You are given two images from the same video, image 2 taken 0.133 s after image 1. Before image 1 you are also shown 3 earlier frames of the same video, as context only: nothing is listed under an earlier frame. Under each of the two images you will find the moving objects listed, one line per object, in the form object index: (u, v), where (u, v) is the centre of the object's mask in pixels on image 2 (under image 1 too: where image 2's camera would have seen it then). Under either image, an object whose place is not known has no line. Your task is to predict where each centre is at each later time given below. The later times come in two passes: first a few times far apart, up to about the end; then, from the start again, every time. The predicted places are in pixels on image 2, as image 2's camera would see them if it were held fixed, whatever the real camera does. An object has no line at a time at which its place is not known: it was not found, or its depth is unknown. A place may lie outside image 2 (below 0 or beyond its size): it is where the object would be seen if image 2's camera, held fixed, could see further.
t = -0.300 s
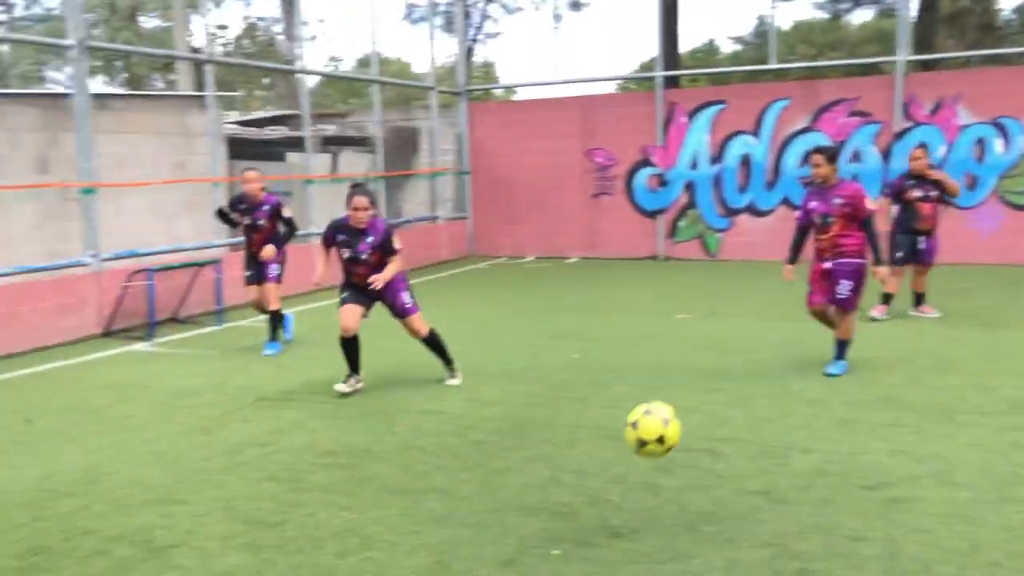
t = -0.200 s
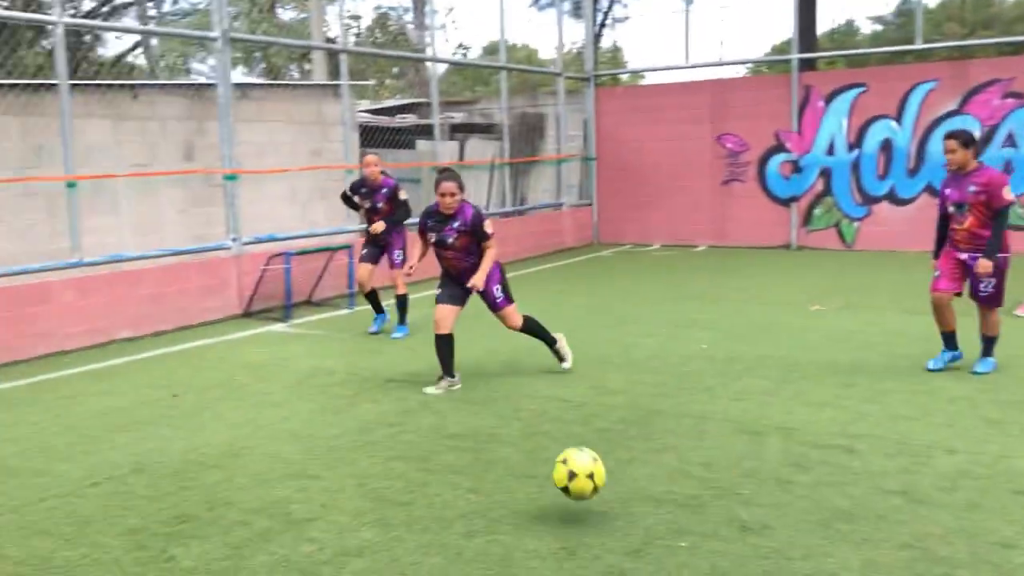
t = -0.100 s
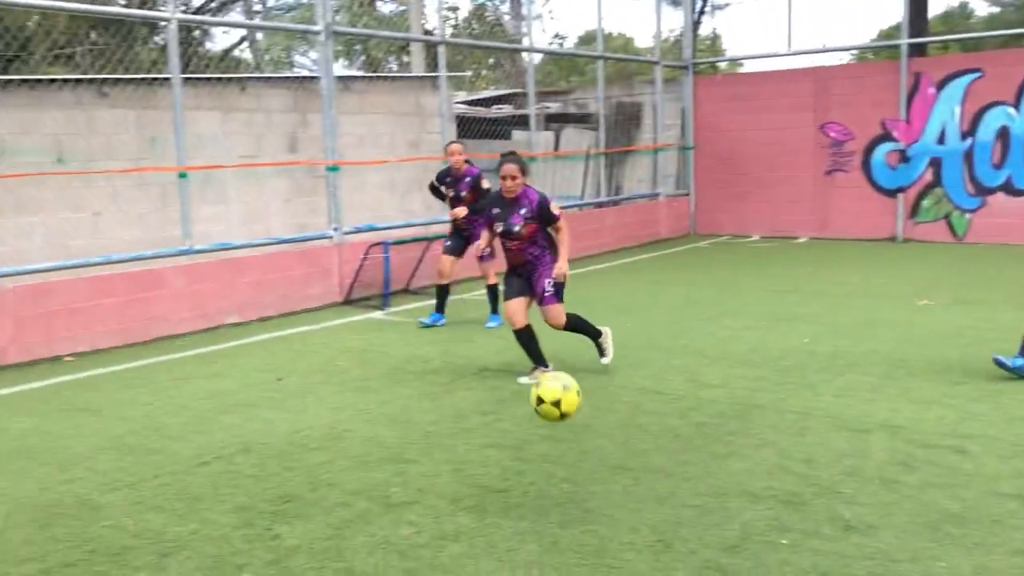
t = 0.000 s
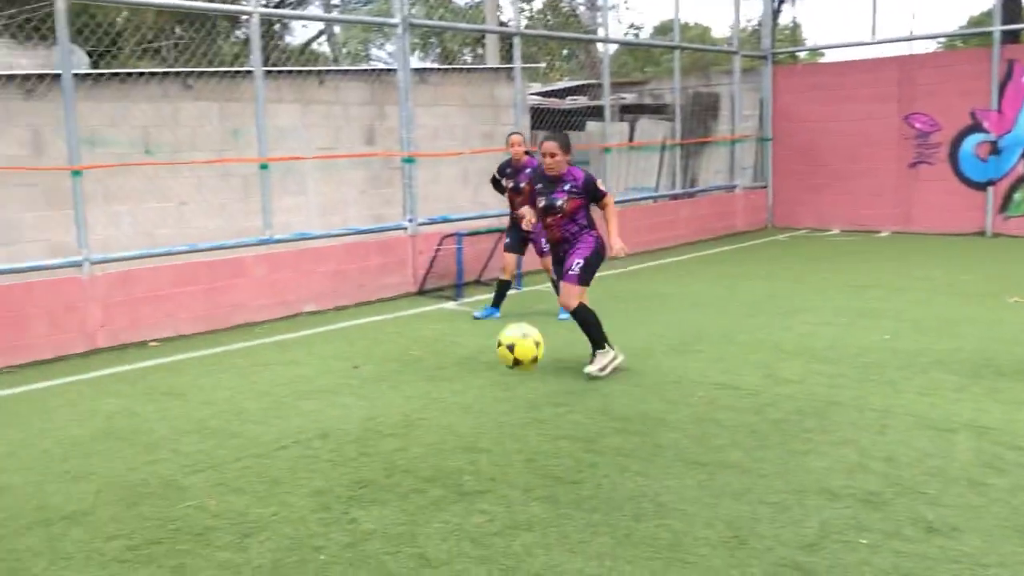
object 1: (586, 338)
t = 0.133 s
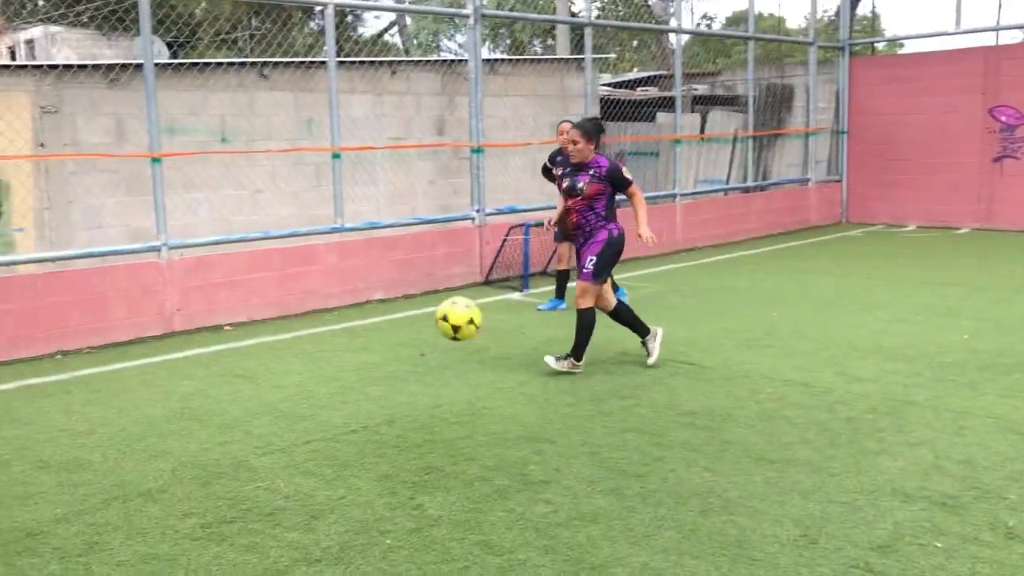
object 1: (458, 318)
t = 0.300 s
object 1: (325, 350)
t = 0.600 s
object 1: (133, 351)
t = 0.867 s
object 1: (1, 362)
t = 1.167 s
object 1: (-52, 351)
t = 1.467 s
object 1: (-74, 400)
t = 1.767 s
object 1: (-105, 428)
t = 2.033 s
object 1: (-136, 445)
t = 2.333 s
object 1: (-172, 467)
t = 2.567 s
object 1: (-198, 484)
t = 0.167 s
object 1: (429, 320)
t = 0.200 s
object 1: (402, 325)
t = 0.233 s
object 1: (375, 330)
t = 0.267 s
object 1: (349, 339)
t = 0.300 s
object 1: (325, 350)
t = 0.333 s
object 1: (301, 361)
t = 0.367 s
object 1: (278, 375)
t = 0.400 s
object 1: (256, 391)
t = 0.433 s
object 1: (235, 399)
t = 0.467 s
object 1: (213, 385)
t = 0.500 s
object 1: (192, 373)
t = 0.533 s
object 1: (172, 364)
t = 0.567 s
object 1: (152, 356)
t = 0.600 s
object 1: (133, 351)
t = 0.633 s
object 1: (115, 348)
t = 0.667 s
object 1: (97, 347)
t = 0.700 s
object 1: (79, 348)
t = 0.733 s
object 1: (63, 350)
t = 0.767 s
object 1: (47, 355)
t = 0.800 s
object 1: (32, 362)
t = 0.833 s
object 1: (17, 369)
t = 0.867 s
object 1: (1, 362)
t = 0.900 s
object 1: (-13, 355)
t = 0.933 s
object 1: (-28, 351)
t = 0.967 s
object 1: (-39, 346)
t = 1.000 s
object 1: (-42, 343)
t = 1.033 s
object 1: (-44, 341)
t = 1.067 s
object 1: (-47, 341)
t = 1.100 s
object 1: (-49, 343)
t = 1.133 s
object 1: (-51, 347)
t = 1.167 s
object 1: (-52, 351)
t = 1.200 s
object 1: (-53, 359)
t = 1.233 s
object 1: (-55, 369)
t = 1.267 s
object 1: (-56, 381)
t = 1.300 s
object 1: (-56, 396)
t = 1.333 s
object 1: (-60, 397)
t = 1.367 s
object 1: (-64, 396)
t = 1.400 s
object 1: (-67, 395)
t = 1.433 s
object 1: (-70, 397)
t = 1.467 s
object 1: (-74, 400)
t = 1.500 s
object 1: (-77, 407)
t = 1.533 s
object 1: (-79, 412)
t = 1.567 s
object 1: (-83, 413)
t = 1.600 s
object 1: (-86, 414)
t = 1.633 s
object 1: (-90, 419)
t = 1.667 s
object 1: (-93, 418)
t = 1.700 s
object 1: (-97, 422)
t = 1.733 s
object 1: (-102, 424)
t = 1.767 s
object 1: (-105, 428)
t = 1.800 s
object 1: (-109, 428)
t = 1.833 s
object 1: (-111, 429)
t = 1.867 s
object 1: (-117, 434)
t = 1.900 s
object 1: (-120, 436)
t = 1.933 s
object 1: (-124, 438)
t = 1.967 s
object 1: (-128, 440)
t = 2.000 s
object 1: (-132, 443)
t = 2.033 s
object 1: (-136, 445)
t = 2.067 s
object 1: (-141, 447)
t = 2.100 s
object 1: (-144, 450)
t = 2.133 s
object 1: (-148, 453)
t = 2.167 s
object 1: (-152, 455)
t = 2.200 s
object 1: (-156, 457)
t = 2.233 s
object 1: (-160, 460)
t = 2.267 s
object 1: (-165, 462)
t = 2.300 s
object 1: (-167, 464)
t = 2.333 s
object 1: (-172, 467)
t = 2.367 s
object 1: (-176, 470)
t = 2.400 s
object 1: (-179, 472)
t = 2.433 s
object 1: (-183, 474)
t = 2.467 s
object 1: (-187, 478)
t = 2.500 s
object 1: (-191, 480)
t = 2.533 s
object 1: (-194, 482)
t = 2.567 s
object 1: (-198, 484)
